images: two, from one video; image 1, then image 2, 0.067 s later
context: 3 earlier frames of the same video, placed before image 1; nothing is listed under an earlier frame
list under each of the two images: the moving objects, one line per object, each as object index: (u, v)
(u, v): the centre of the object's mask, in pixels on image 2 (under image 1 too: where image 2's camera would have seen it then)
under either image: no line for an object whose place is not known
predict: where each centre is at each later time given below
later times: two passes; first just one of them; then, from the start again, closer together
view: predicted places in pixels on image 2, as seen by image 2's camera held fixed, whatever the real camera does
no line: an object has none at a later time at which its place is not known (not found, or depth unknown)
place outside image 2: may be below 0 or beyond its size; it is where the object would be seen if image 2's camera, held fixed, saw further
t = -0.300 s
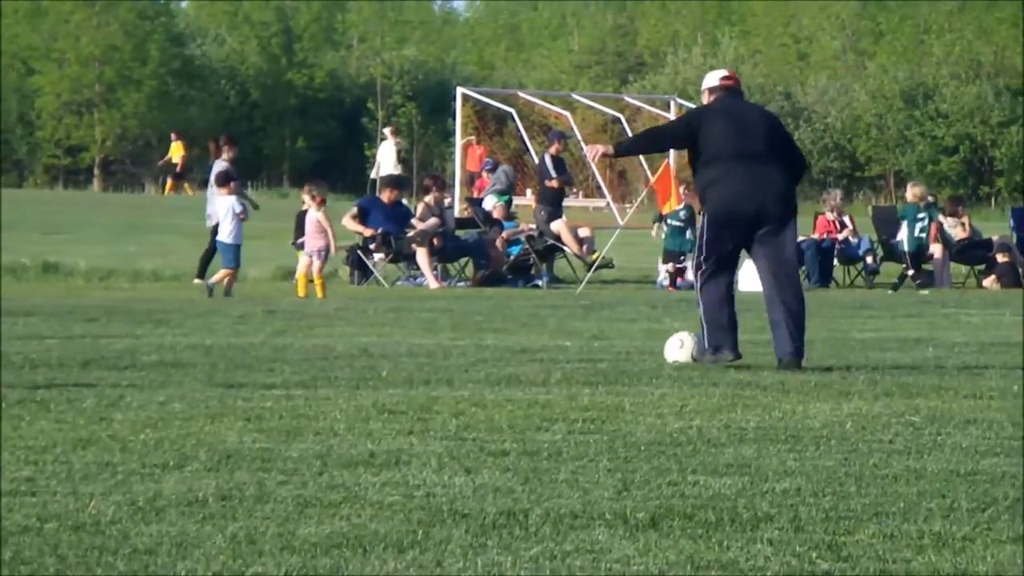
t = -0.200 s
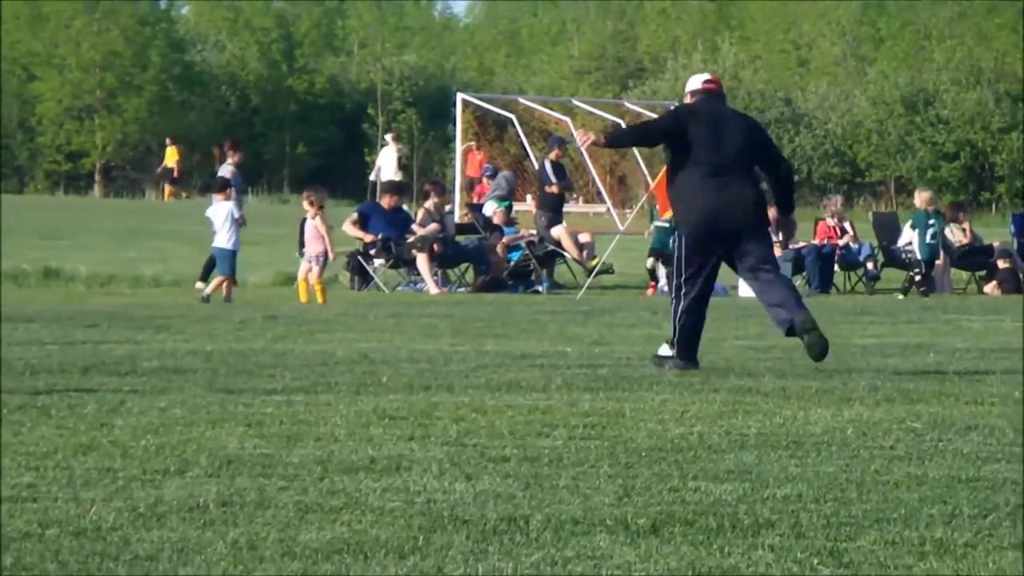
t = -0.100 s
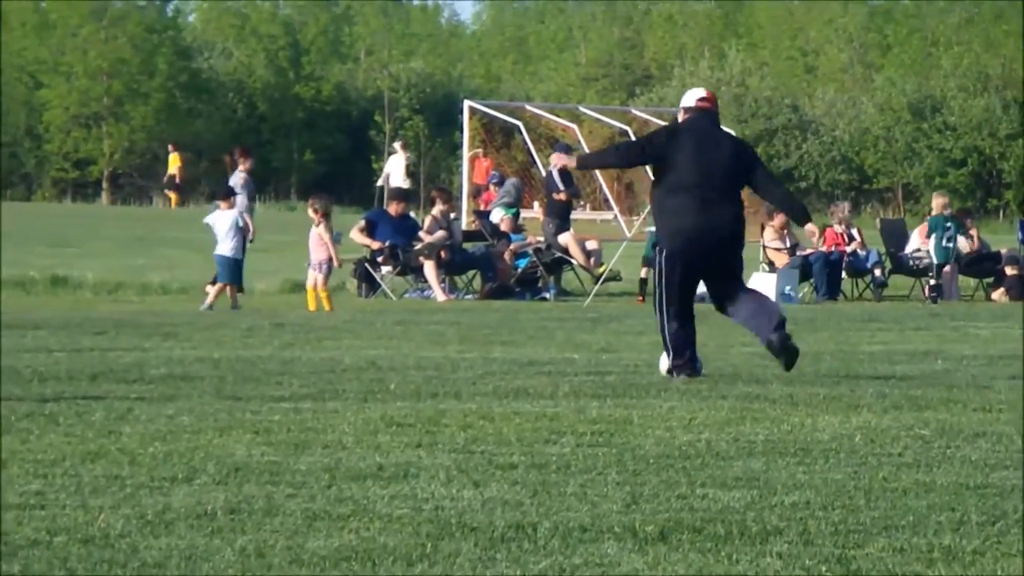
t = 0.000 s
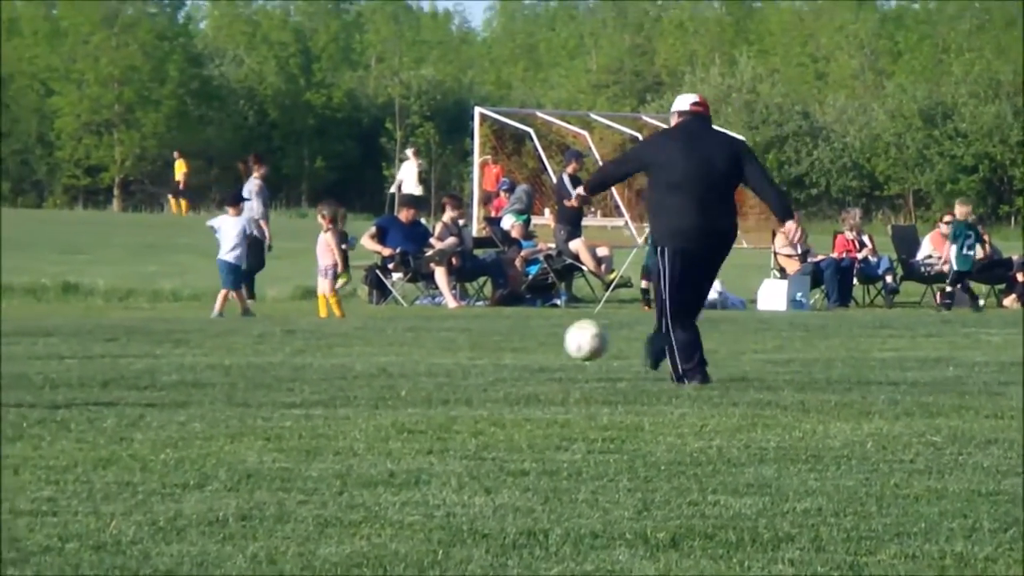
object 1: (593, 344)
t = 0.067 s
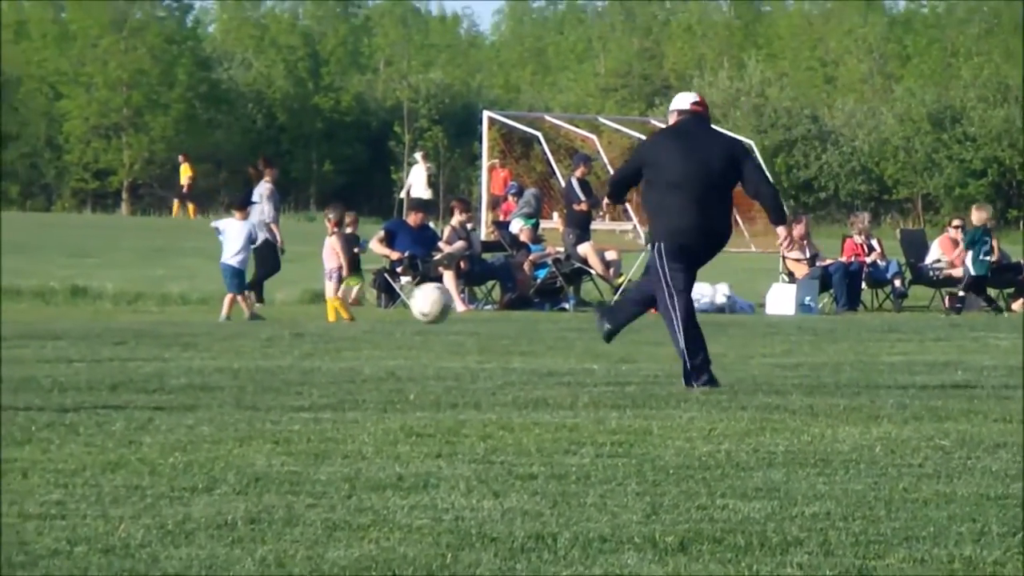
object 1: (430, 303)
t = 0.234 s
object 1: (25, 238)
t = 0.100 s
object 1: (349, 286)
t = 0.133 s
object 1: (267, 270)
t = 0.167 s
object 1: (185, 257)
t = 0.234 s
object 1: (25, 238)
